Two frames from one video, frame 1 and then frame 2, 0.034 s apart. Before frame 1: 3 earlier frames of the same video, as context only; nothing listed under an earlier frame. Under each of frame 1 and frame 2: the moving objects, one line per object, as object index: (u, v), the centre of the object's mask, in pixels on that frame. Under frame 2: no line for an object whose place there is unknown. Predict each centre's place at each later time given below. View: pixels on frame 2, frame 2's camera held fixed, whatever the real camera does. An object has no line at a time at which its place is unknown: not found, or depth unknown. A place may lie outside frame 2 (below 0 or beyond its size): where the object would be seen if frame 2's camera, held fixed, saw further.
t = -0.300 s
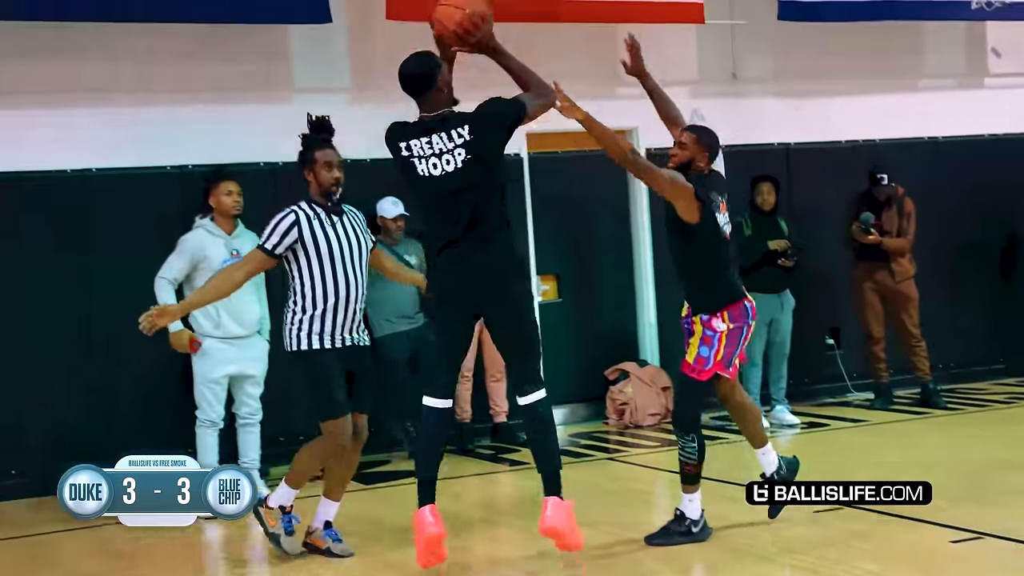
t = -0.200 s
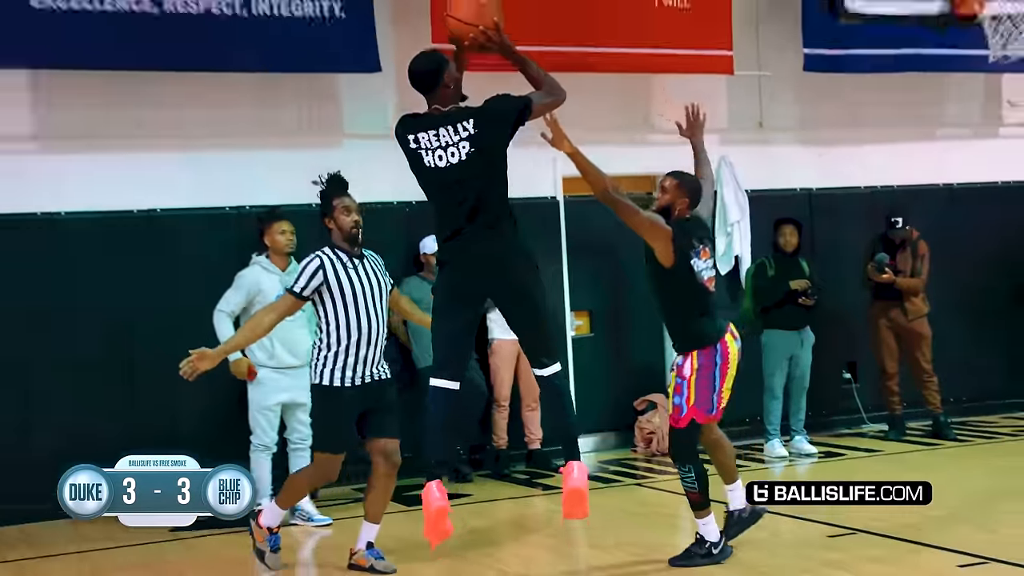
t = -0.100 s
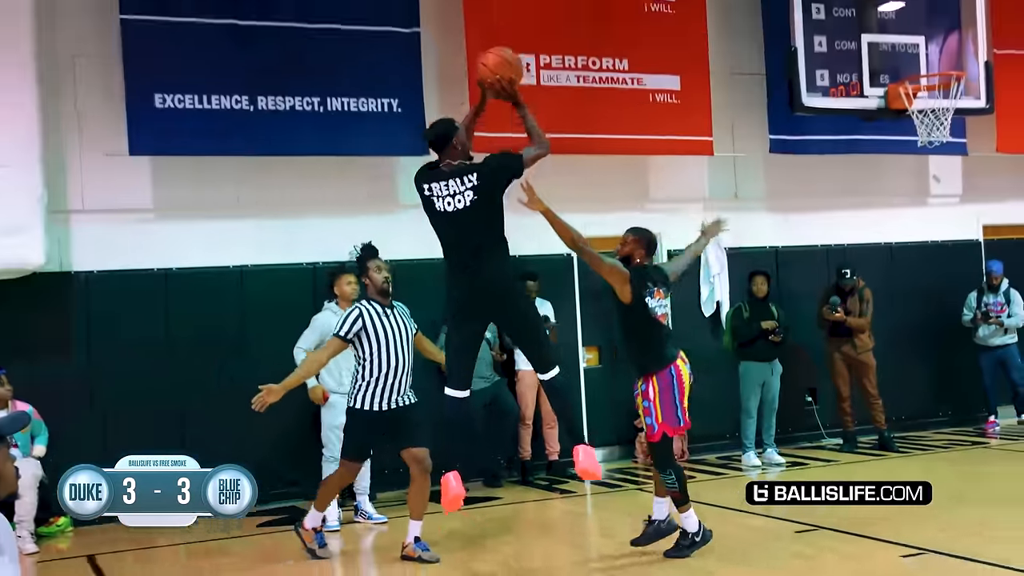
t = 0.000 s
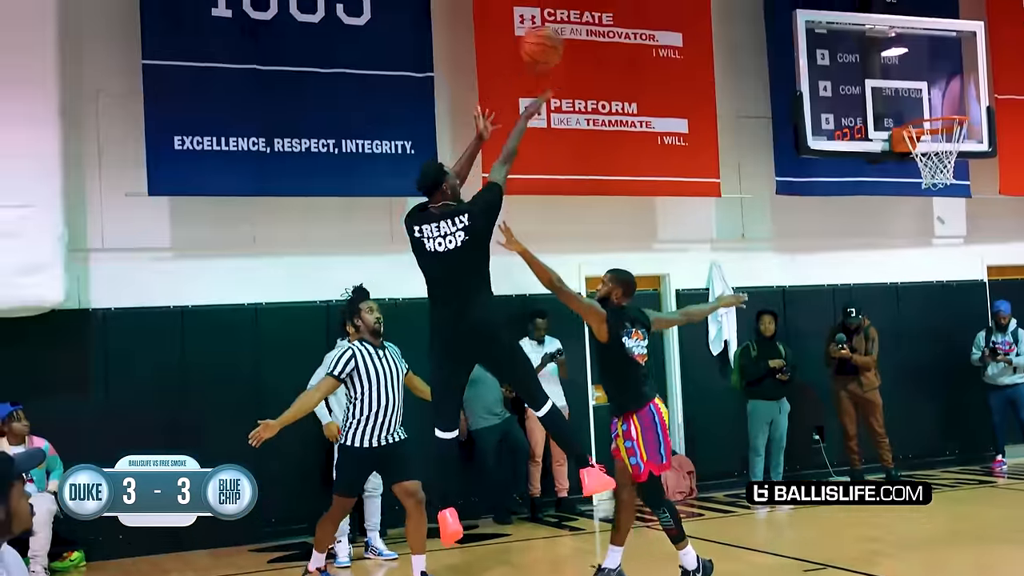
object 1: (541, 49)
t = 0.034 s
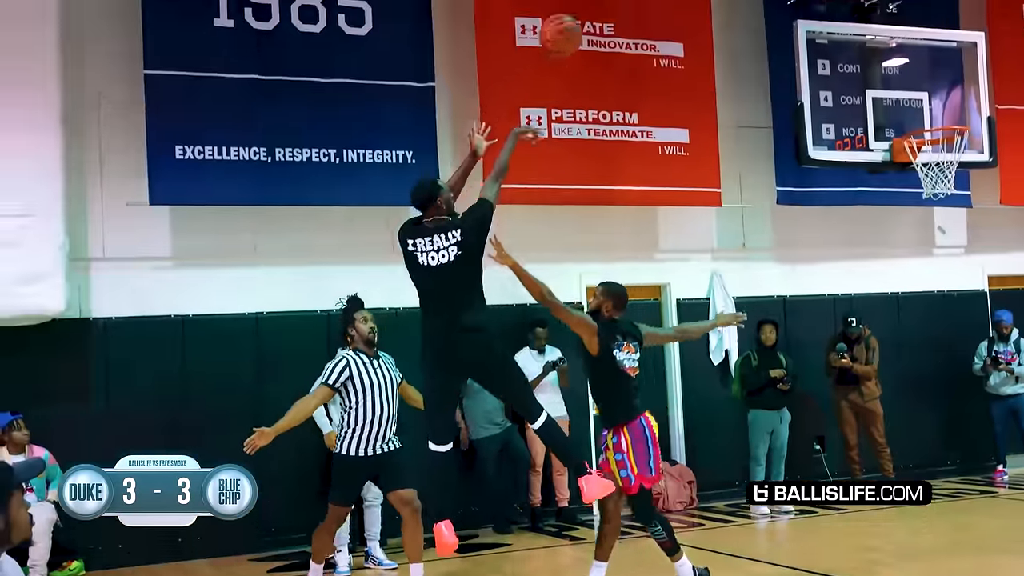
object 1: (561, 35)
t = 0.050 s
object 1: (569, 24)
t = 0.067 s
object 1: (578, 15)
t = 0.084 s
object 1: (587, 6)
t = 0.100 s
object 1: (595, -1)
